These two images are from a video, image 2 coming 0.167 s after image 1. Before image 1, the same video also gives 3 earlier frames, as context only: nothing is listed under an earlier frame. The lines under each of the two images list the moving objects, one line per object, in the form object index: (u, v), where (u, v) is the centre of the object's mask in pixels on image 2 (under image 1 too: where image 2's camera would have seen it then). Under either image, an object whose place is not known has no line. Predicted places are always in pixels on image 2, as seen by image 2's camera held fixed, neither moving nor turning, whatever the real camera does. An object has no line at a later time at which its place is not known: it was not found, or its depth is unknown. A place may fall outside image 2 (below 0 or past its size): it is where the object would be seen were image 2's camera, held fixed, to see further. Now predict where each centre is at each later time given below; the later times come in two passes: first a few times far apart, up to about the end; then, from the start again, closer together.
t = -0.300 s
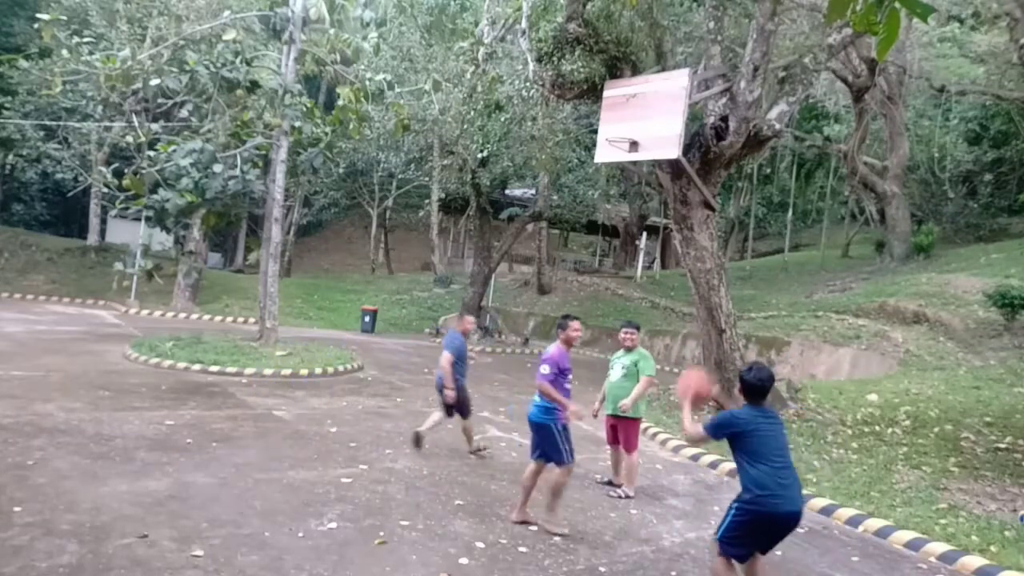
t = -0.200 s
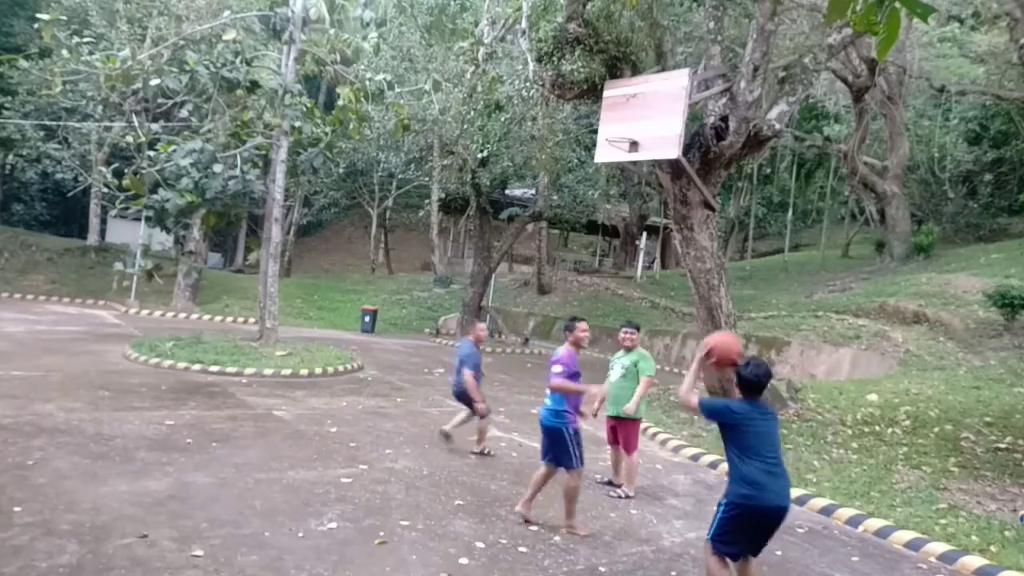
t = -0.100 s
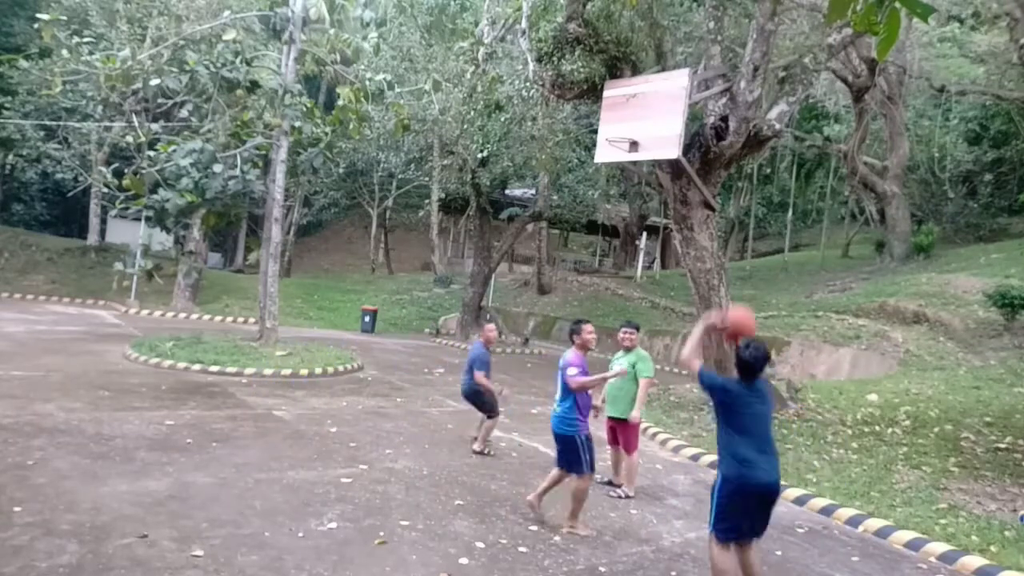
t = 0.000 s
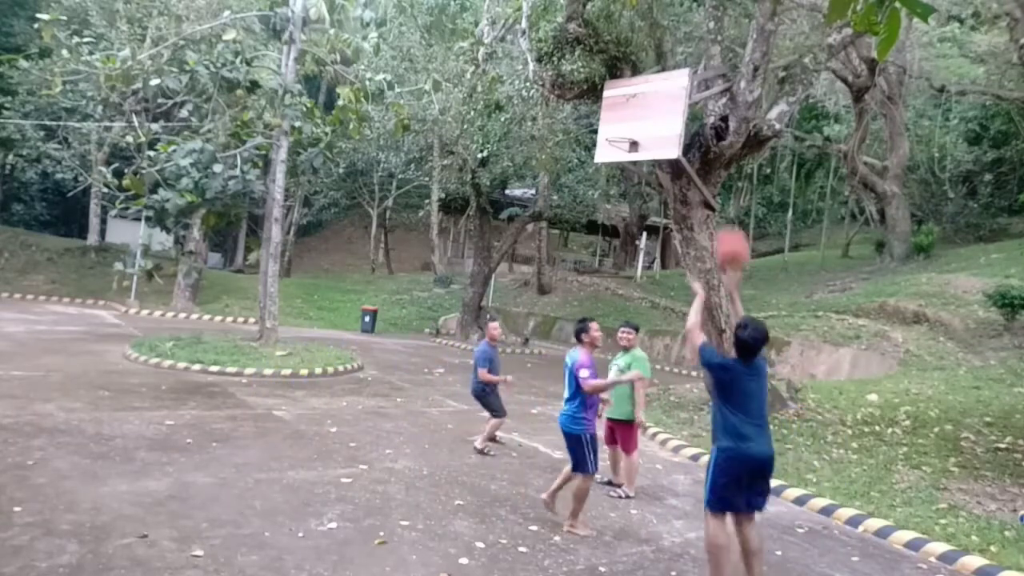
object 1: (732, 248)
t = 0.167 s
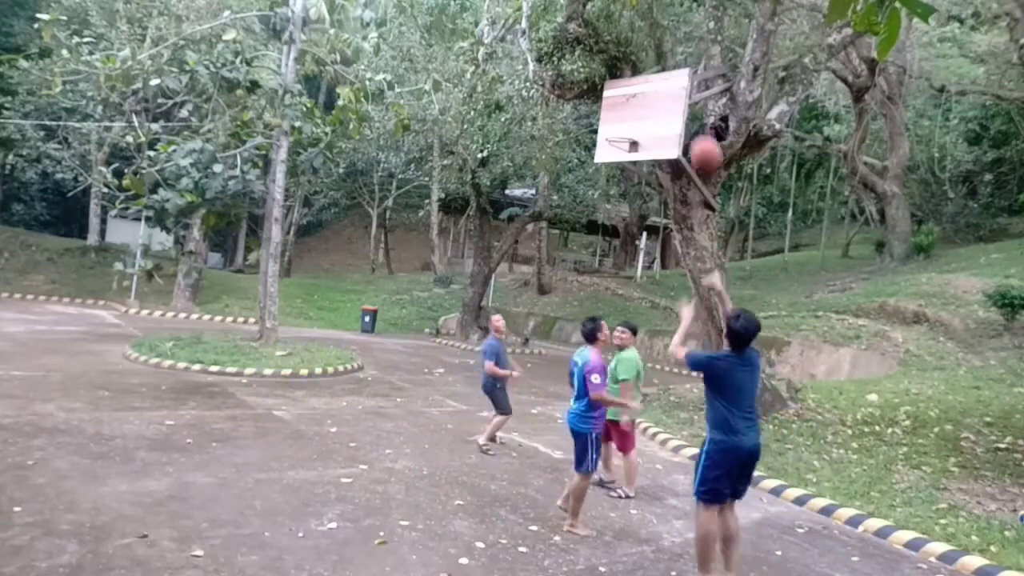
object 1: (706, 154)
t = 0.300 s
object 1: (687, 116)
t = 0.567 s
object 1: (652, 112)
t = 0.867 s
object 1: (671, 135)
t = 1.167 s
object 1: (744, 198)
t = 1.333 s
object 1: (787, 281)
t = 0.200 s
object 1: (701, 141)
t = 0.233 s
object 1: (698, 132)
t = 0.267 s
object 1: (692, 124)
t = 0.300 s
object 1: (687, 116)
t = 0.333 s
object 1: (683, 112)
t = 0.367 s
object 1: (678, 108)
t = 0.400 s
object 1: (673, 105)
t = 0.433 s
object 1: (668, 104)
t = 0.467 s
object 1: (665, 105)
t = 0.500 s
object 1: (660, 106)
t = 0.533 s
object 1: (656, 108)
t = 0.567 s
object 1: (652, 112)
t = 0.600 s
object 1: (647, 116)
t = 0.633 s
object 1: (643, 120)
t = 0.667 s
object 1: (639, 126)
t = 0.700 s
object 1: (634, 133)
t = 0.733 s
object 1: (638, 135)
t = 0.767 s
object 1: (646, 133)
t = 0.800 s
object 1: (654, 132)
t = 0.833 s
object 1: (663, 133)
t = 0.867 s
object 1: (671, 135)
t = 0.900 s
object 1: (681, 137)
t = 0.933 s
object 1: (688, 139)
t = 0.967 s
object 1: (696, 144)
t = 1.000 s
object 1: (704, 151)
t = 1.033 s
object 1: (712, 158)
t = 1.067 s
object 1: (720, 166)
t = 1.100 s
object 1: (728, 175)
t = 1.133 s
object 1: (736, 186)
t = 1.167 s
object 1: (744, 198)
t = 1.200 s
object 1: (754, 212)
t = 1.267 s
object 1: (769, 243)
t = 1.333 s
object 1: (787, 281)
